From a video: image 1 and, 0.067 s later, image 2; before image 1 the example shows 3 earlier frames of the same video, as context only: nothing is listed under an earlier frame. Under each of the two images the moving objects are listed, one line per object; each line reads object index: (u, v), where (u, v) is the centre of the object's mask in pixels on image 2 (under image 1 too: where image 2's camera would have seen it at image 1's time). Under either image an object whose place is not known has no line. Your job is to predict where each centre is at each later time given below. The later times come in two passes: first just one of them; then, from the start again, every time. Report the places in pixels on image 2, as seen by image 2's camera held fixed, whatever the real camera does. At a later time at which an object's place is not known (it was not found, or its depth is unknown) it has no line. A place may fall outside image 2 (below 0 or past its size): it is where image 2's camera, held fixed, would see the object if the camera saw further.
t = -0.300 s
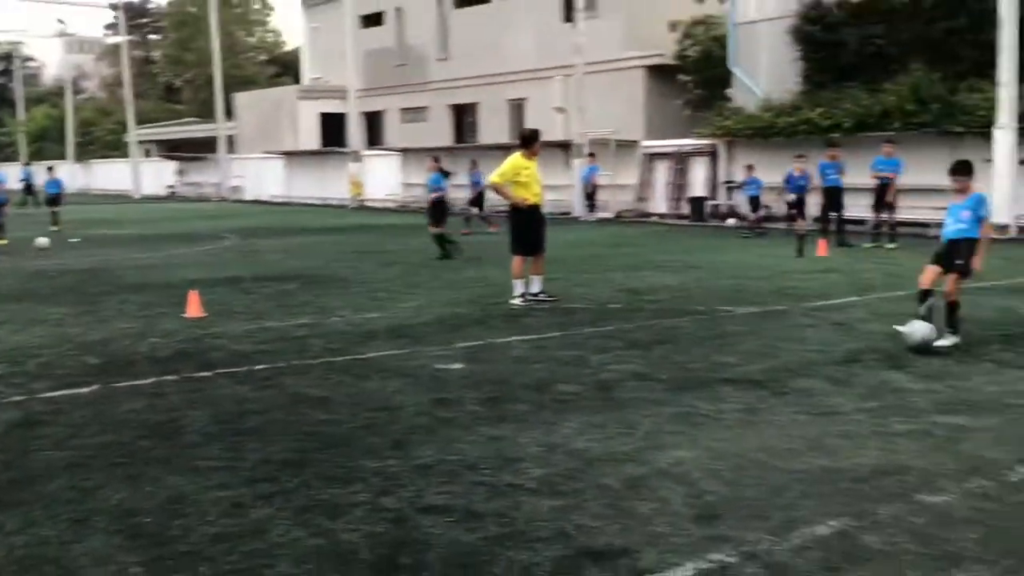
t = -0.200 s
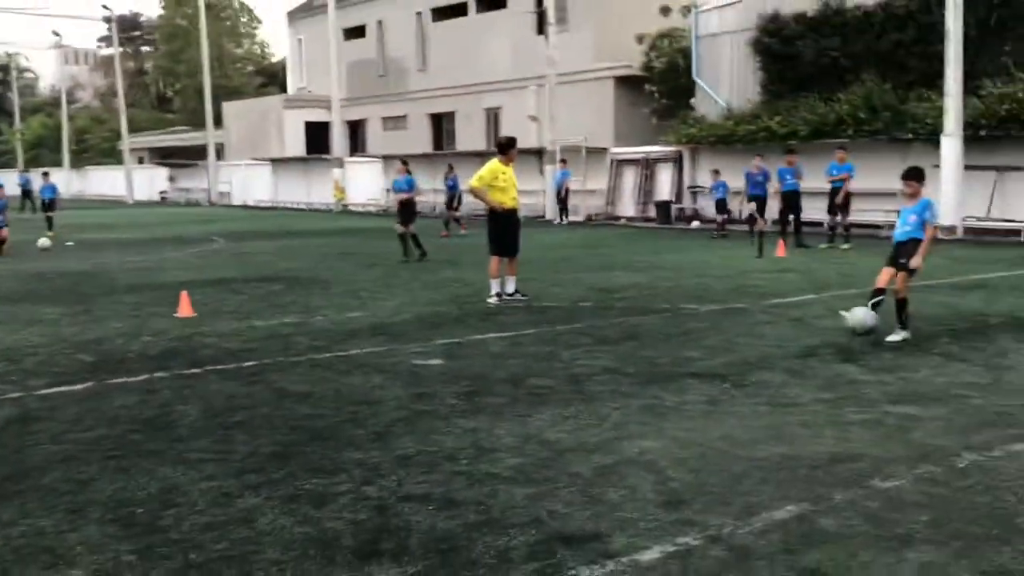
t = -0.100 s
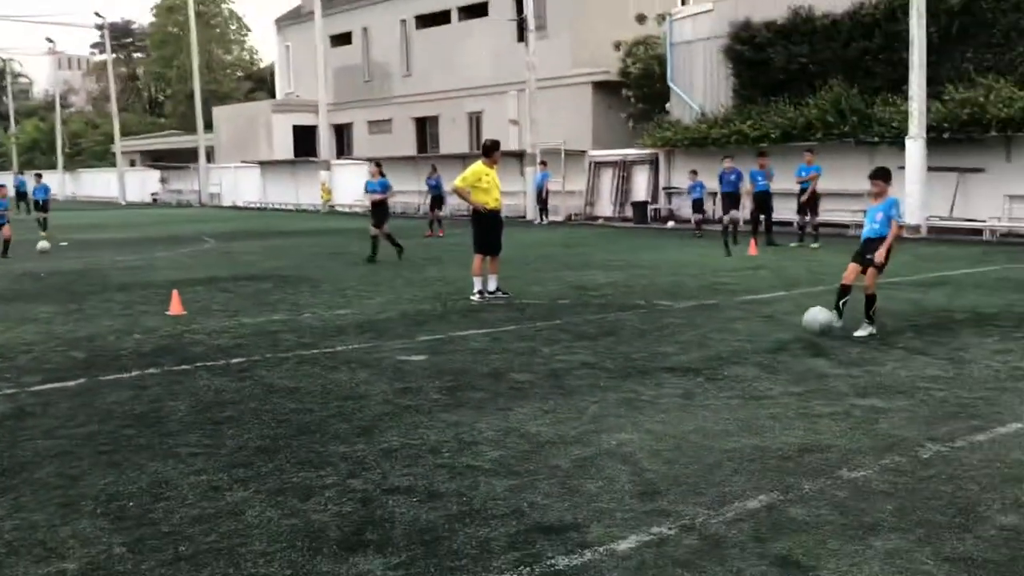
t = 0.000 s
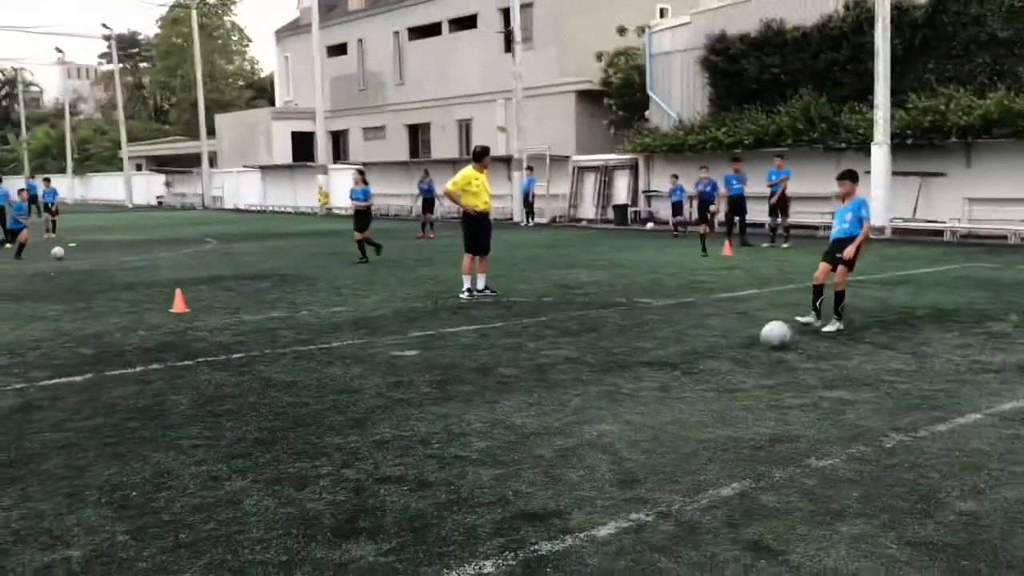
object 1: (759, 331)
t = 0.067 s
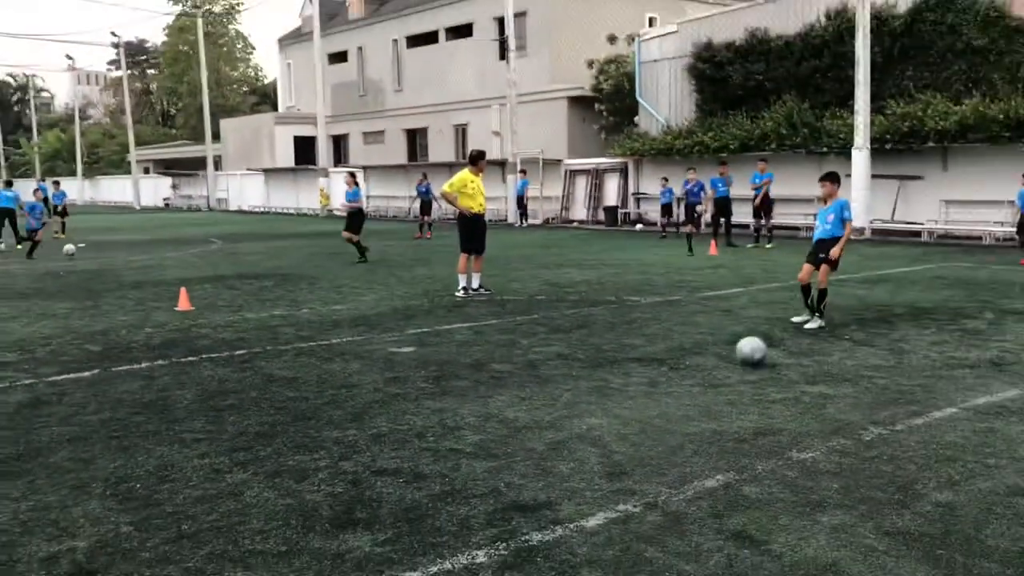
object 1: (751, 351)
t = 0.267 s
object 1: (721, 355)
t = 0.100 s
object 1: (747, 349)
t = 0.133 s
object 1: (741, 347)
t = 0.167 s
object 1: (736, 346)
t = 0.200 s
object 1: (732, 348)
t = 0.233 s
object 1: (726, 350)
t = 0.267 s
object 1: (721, 355)
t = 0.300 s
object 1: (715, 362)
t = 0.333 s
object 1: (709, 370)
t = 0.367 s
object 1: (704, 383)
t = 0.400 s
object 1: (697, 388)
